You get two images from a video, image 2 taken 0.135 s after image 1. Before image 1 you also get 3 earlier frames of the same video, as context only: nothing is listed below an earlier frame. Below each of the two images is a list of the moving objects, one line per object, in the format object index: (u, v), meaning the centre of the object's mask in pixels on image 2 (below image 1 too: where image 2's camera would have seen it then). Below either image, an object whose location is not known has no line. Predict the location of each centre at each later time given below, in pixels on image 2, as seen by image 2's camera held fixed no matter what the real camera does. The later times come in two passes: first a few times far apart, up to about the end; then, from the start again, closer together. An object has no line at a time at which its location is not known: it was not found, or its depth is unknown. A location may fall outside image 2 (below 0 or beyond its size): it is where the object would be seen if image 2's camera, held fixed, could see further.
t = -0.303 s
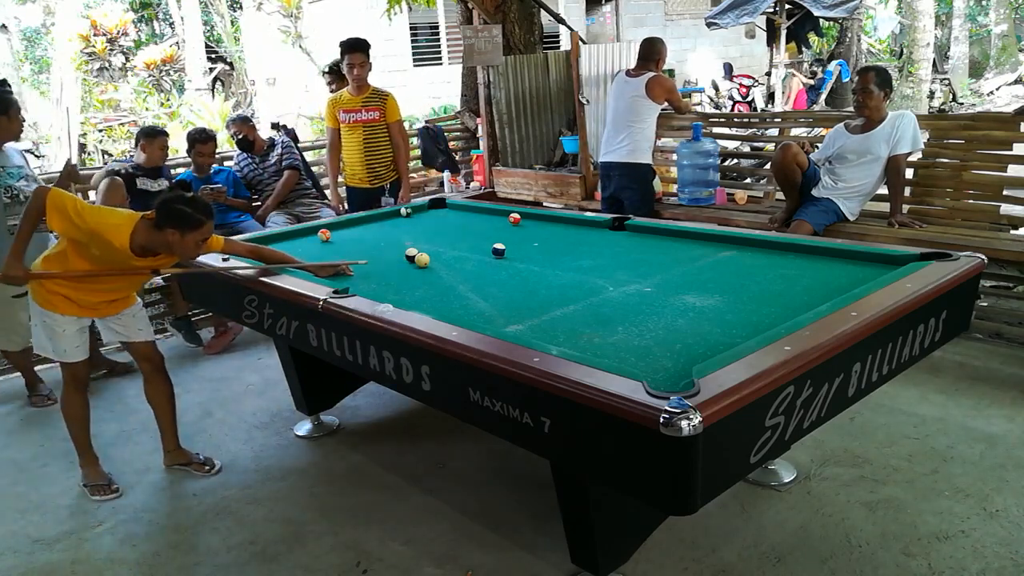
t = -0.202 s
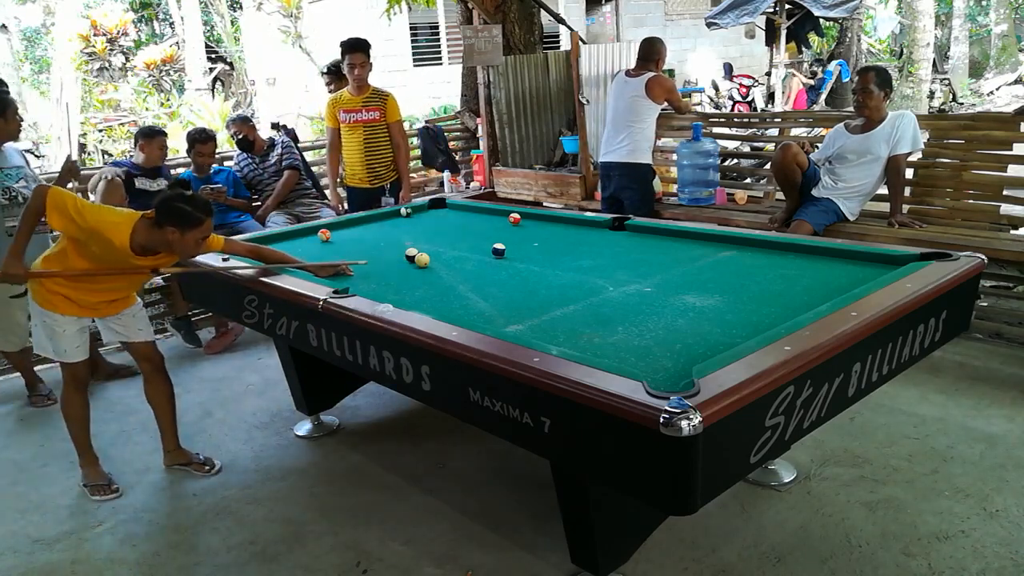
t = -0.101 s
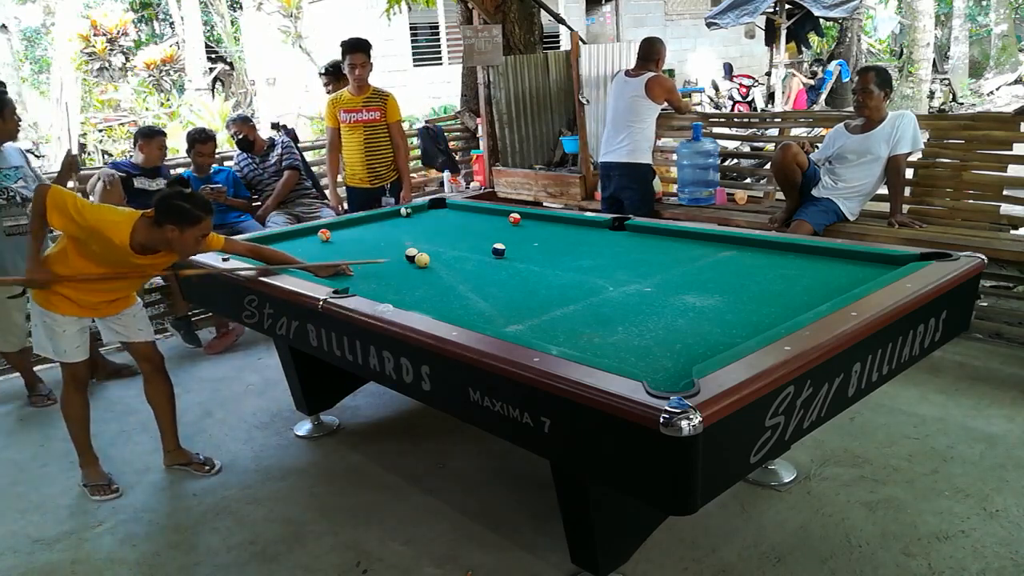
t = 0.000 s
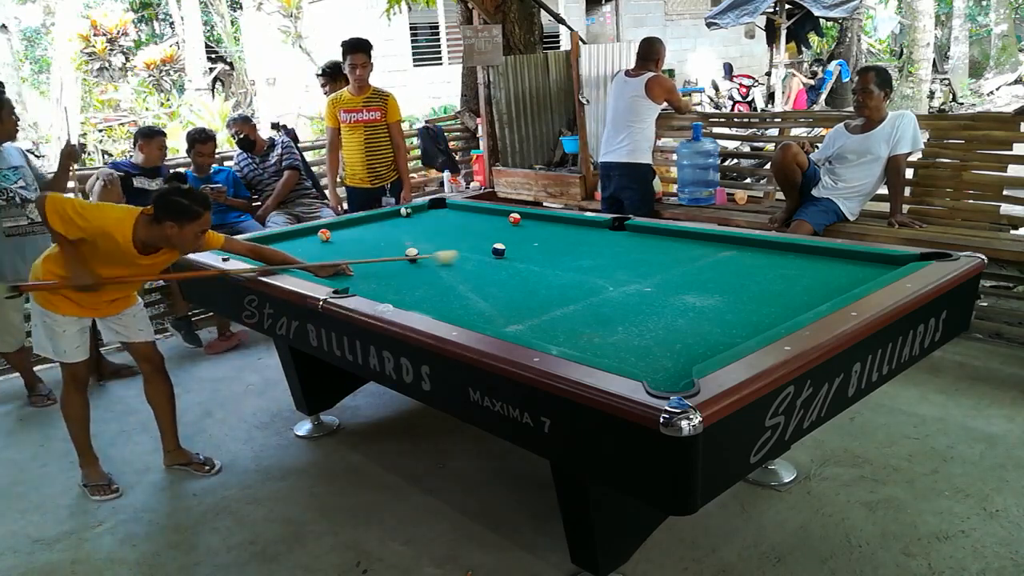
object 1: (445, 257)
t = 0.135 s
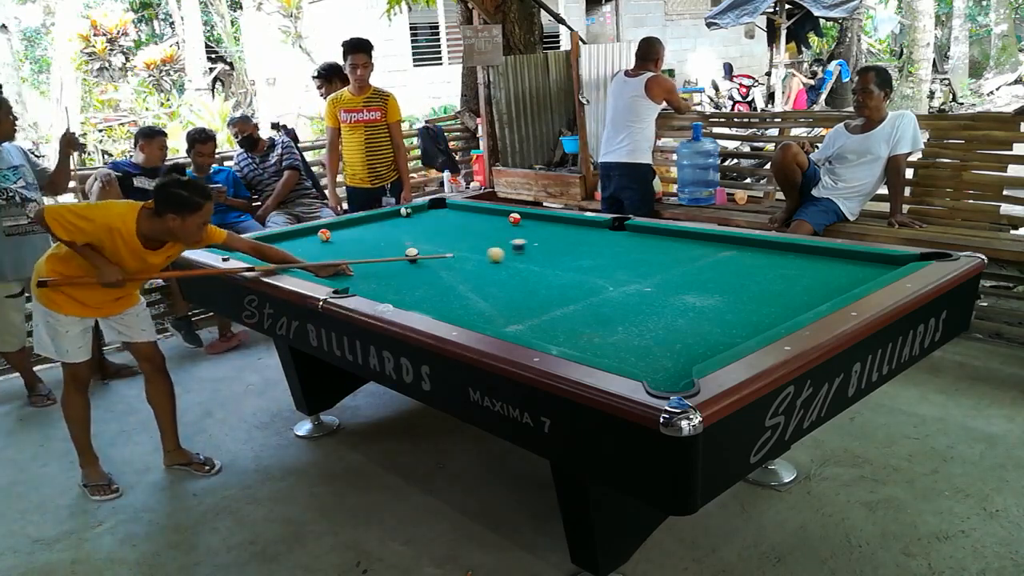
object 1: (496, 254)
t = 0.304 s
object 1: (534, 256)
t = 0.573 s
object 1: (601, 258)
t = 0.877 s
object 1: (680, 260)
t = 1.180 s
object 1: (764, 264)
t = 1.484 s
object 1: (852, 266)
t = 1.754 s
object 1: (883, 263)
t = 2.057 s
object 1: (851, 255)
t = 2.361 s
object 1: (816, 254)
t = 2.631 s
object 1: (788, 253)
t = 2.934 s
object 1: (760, 253)
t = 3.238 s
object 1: (735, 252)
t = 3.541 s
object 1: (714, 252)
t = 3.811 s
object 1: (698, 251)
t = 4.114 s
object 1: (683, 251)
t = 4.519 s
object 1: (664, 250)
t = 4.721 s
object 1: (659, 251)
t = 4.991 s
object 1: (653, 251)
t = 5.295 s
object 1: (647, 251)
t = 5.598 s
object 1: (643, 251)
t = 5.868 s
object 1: (641, 251)
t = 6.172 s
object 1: (641, 251)
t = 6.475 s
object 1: (641, 251)
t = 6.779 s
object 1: (641, 251)
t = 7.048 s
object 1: (641, 251)
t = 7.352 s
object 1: (641, 251)
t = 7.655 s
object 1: (641, 251)
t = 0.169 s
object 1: (502, 255)
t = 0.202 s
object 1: (510, 255)
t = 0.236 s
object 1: (518, 255)
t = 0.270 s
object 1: (526, 256)
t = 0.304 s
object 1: (534, 256)
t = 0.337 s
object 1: (542, 257)
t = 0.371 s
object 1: (550, 257)
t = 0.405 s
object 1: (558, 257)
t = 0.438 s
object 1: (566, 257)
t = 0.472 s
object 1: (575, 257)
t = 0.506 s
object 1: (583, 258)
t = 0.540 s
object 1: (592, 258)
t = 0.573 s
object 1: (601, 258)
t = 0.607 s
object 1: (609, 258)
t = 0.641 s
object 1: (617, 259)
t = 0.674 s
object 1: (626, 259)
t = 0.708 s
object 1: (635, 259)
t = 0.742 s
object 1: (644, 259)
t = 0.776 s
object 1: (653, 260)
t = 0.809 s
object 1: (662, 260)
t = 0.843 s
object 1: (671, 260)
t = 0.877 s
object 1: (680, 260)
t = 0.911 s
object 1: (689, 261)
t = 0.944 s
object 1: (698, 261)
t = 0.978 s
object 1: (707, 261)
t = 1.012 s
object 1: (717, 262)
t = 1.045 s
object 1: (726, 262)
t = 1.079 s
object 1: (736, 263)
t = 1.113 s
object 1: (745, 263)
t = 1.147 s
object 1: (754, 263)
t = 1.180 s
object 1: (764, 264)
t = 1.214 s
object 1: (774, 264)
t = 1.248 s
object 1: (784, 264)
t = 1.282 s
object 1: (793, 264)
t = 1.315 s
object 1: (803, 265)
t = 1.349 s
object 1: (813, 265)
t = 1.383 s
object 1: (823, 265)
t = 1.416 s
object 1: (833, 265)
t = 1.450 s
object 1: (843, 266)
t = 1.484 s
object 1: (852, 266)
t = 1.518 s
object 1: (863, 266)
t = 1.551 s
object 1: (873, 266)
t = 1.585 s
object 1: (883, 266)
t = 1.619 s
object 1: (892, 265)
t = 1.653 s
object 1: (893, 264)
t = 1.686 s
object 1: (890, 264)
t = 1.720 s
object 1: (887, 264)
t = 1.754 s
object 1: (883, 263)
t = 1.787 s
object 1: (880, 262)
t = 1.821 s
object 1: (877, 261)
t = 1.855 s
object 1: (873, 259)
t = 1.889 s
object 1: (870, 259)
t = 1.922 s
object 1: (866, 257)
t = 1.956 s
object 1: (863, 256)
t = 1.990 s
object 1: (859, 255)
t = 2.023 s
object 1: (855, 255)
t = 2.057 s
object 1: (851, 255)
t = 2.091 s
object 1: (847, 255)
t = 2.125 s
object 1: (843, 255)
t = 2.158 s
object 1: (839, 255)
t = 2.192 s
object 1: (835, 255)
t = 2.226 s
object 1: (831, 254)
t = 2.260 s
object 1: (827, 254)
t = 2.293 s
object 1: (823, 254)
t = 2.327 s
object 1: (819, 254)
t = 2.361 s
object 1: (816, 254)
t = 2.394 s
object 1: (812, 254)
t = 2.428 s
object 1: (808, 254)
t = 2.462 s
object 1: (805, 254)
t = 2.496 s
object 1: (802, 254)
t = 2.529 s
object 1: (798, 254)
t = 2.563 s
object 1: (795, 253)
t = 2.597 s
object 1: (791, 253)
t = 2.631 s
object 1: (788, 253)
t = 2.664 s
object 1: (785, 253)
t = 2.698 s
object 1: (782, 253)
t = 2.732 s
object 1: (778, 253)
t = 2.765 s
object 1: (775, 253)
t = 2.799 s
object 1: (772, 253)
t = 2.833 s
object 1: (769, 253)
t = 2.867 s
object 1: (766, 253)
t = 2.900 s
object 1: (763, 253)
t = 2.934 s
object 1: (760, 253)
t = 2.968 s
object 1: (757, 252)
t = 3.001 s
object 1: (754, 253)
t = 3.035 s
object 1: (752, 252)
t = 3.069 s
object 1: (749, 252)
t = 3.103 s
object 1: (746, 252)
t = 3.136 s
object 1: (743, 252)
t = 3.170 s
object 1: (741, 252)
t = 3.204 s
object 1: (738, 252)
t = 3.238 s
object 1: (735, 252)
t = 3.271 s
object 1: (733, 252)
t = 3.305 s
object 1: (730, 252)
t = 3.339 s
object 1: (728, 252)
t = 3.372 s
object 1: (726, 252)
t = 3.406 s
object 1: (723, 252)
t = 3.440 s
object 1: (721, 252)
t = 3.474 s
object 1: (719, 252)
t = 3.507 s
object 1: (717, 252)
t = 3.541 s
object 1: (714, 252)
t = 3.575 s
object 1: (712, 251)
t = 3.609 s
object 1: (710, 251)
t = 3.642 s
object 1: (708, 251)
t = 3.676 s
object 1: (706, 251)
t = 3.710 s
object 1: (704, 251)
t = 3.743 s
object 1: (702, 251)
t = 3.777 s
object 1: (700, 251)
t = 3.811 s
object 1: (698, 251)
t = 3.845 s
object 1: (696, 251)
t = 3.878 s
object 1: (694, 251)
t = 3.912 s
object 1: (692, 251)
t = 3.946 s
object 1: (691, 251)
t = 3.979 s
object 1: (689, 251)
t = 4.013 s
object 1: (687, 251)
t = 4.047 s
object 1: (686, 251)
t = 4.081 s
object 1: (684, 251)
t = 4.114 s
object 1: (683, 251)
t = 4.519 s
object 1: (664, 250)
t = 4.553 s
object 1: (665, 251)
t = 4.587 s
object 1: (664, 251)
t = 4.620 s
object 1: (663, 251)
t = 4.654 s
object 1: (661, 251)
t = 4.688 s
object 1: (660, 251)
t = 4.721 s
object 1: (659, 251)
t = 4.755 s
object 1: (659, 251)
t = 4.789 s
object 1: (657, 251)
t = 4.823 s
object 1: (656, 251)
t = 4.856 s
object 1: (655, 251)
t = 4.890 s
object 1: (655, 251)
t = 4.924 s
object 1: (654, 251)
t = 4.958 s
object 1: (653, 251)
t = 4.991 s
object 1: (653, 251)
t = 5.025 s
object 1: (652, 251)
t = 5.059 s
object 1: (651, 251)
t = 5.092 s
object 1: (651, 251)
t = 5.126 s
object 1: (650, 251)
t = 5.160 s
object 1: (649, 251)
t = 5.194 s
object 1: (649, 251)
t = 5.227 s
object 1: (648, 251)
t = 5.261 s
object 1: (648, 251)
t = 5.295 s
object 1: (647, 251)
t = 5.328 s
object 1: (647, 251)
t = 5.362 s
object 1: (646, 251)
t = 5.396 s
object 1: (645, 251)
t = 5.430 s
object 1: (645, 251)
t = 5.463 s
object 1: (645, 251)
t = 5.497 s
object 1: (644, 251)
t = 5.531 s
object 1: (644, 251)
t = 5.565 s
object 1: (643, 251)
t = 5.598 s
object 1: (643, 251)
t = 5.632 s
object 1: (643, 251)
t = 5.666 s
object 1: (643, 251)
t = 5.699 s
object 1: (642, 251)
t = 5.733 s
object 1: (642, 251)
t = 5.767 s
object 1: (642, 251)
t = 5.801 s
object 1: (641, 251)
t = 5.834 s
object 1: (641, 251)
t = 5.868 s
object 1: (641, 251)
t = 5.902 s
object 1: (641, 251)
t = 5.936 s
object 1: (641, 251)
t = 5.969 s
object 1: (641, 251)
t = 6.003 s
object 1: (641, 251)
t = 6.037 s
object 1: (641, 250)
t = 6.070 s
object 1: (641, 251)
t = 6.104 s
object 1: (641, 251)
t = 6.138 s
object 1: (641, 251)
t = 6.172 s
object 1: (641, 251)
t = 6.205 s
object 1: (641, 251)
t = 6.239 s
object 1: (641, 251)
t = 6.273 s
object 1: (641, 251)
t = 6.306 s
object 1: (641, 251)
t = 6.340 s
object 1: (641, 251)
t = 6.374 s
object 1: (641, 251)
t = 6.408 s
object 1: (641, 251)
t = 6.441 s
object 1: (641, 251)
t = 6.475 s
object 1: (641, 251)
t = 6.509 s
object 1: (641, 251)
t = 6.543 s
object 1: (641, 251)
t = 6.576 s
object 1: (641, 251)
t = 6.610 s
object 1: (641, 251)
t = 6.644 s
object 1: (641, 251)
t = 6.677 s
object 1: (641, 251)
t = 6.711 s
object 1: (641, 251)
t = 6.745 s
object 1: (641, 251)
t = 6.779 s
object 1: (641, 251)
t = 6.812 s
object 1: (641, 251)
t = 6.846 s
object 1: (641, 251)
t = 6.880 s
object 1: (641, 251)
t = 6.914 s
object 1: (641, 251)
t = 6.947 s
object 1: (641, 251)
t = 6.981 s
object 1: (641, 251)
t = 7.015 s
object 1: (641, 251)
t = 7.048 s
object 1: (641, 251)
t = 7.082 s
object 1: (641, 251)
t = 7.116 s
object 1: (641, 251)
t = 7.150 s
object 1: (641, 251)
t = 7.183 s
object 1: (641, 251)
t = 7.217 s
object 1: (641, 251)
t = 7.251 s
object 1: (641, 251)
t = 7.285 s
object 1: (641, 251)
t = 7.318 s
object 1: (641, 251)
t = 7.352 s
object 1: (641, 251)
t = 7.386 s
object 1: (641, 251)
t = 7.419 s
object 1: (641, 251)
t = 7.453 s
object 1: (641, 251)
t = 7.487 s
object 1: (641, 251)
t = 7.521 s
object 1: (641, 251)
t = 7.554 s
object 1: (641, 251)
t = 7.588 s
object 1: (641, 251)
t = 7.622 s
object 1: (641, 251)
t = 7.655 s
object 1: (641, 251)
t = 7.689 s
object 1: (641, 251)
